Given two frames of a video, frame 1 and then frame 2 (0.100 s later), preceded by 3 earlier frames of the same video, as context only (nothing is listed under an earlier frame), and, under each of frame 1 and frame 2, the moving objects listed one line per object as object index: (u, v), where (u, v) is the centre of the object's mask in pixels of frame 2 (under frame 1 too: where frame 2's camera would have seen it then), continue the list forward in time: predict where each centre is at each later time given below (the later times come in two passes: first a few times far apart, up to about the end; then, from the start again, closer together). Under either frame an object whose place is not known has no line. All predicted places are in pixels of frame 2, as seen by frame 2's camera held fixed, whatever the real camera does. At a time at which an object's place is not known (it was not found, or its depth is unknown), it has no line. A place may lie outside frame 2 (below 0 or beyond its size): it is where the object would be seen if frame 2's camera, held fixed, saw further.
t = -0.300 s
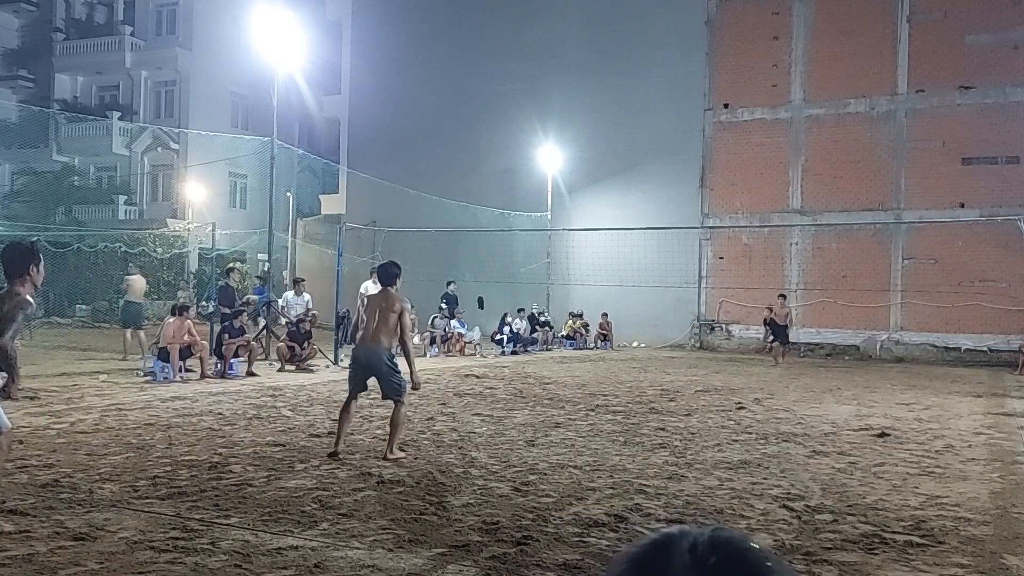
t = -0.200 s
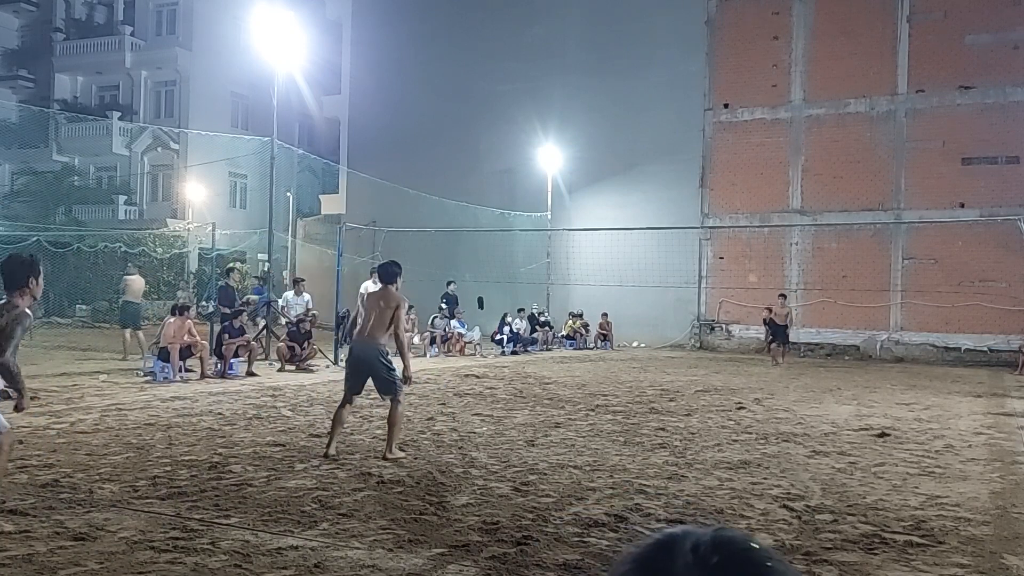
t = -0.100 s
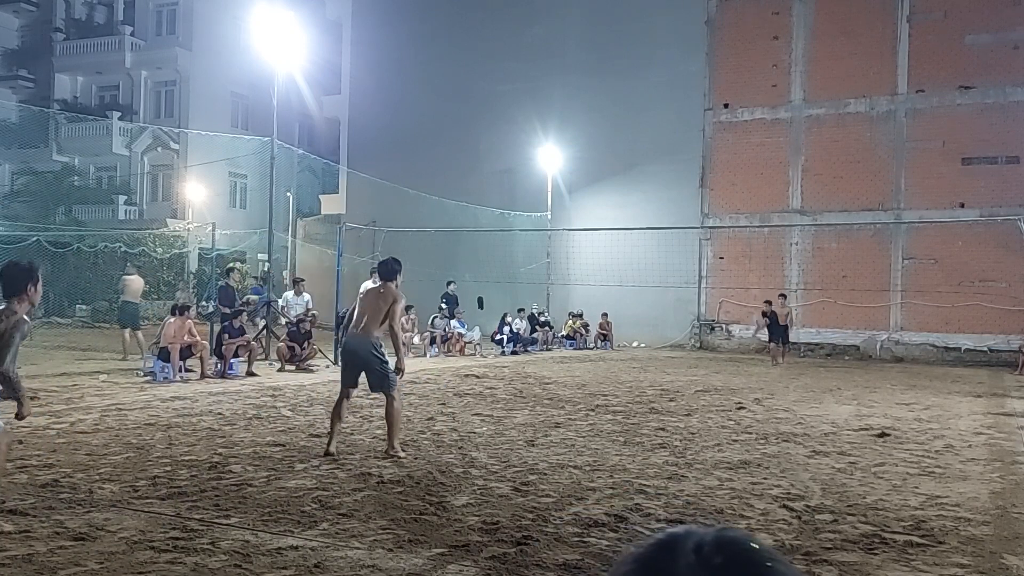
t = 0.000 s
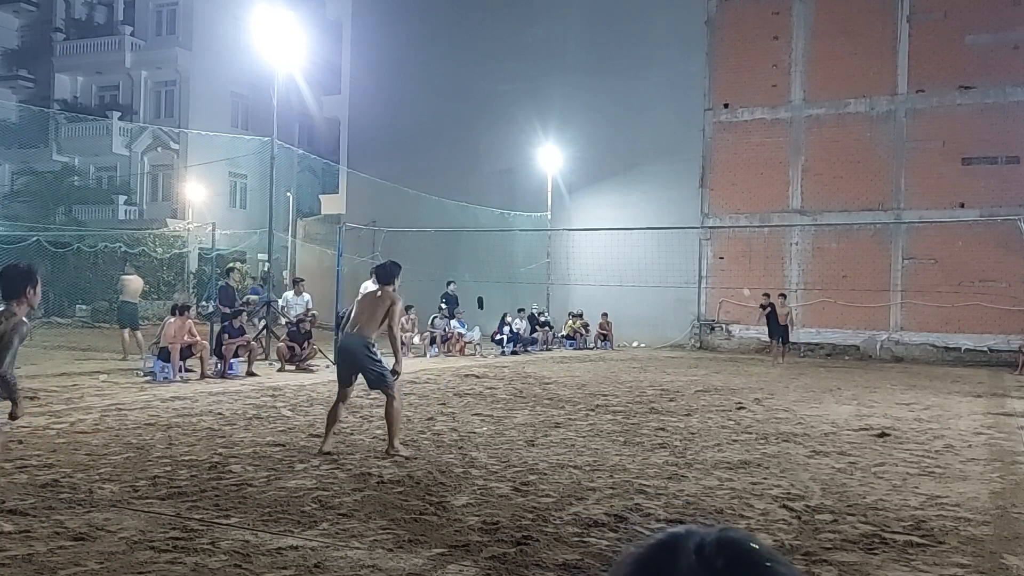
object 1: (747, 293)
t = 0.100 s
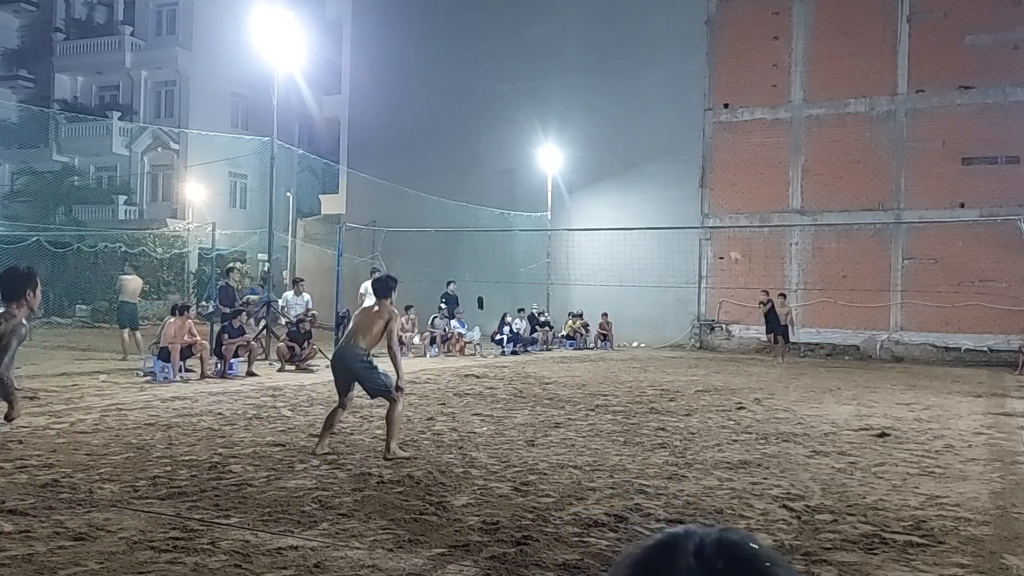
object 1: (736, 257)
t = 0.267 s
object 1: (710, 205)
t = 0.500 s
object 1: (667, 141)
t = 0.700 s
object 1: (615, 102)
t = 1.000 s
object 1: (494, 89)
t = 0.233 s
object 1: (715, 213)
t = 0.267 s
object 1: (710, 205)
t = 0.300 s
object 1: (705, 194)
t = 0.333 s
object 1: (700, 185)
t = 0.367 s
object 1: (694, 176)
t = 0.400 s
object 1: (687, 166)
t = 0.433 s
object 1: (680, 158)
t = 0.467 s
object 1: (674, 149)
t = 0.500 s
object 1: (667, 141)
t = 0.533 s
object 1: (659, 133)
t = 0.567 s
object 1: (651, 127)
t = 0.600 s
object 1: (643, 120)
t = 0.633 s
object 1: (634, 112)
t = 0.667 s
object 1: (625, 107)
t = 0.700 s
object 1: (615, 102)
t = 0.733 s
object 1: (604, 96)
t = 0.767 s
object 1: (593, 92)
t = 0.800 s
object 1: (581, 89)
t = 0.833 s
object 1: (567, 87)
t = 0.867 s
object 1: (556, 87)
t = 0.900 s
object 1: (542, 83)
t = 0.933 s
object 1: (526, 85)
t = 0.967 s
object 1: (511, 87)
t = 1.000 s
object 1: (494, 89)
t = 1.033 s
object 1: (476, 92)
